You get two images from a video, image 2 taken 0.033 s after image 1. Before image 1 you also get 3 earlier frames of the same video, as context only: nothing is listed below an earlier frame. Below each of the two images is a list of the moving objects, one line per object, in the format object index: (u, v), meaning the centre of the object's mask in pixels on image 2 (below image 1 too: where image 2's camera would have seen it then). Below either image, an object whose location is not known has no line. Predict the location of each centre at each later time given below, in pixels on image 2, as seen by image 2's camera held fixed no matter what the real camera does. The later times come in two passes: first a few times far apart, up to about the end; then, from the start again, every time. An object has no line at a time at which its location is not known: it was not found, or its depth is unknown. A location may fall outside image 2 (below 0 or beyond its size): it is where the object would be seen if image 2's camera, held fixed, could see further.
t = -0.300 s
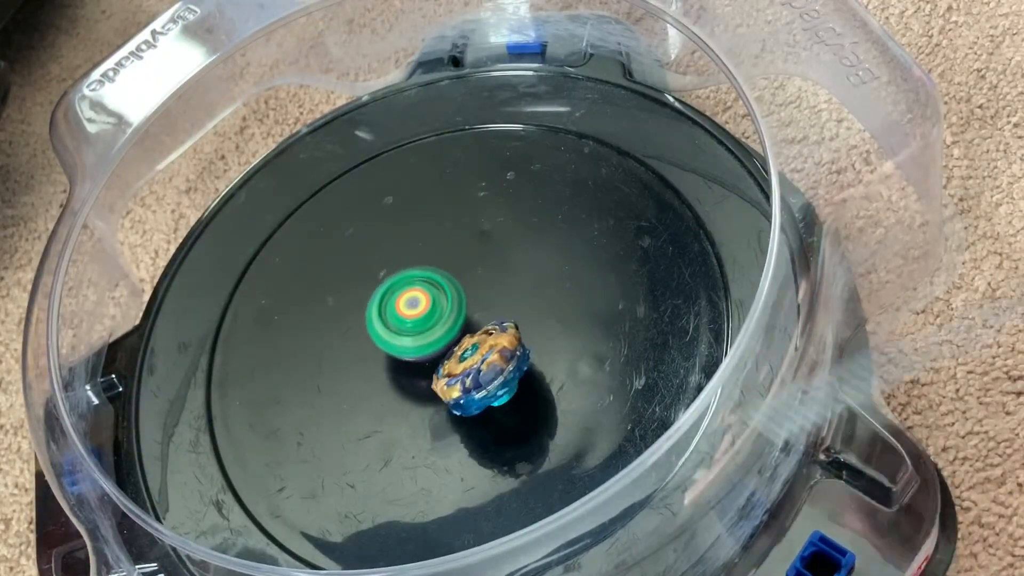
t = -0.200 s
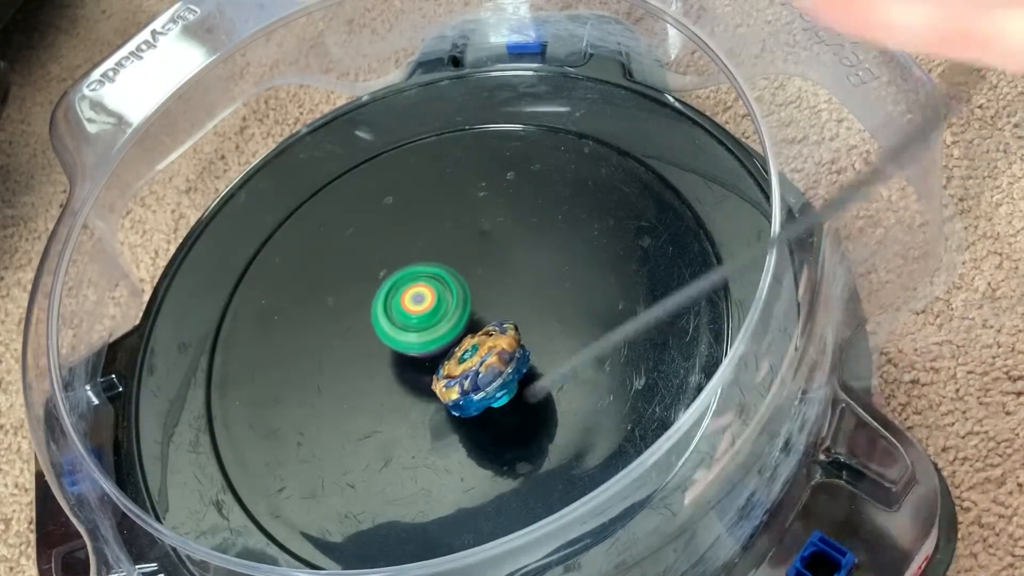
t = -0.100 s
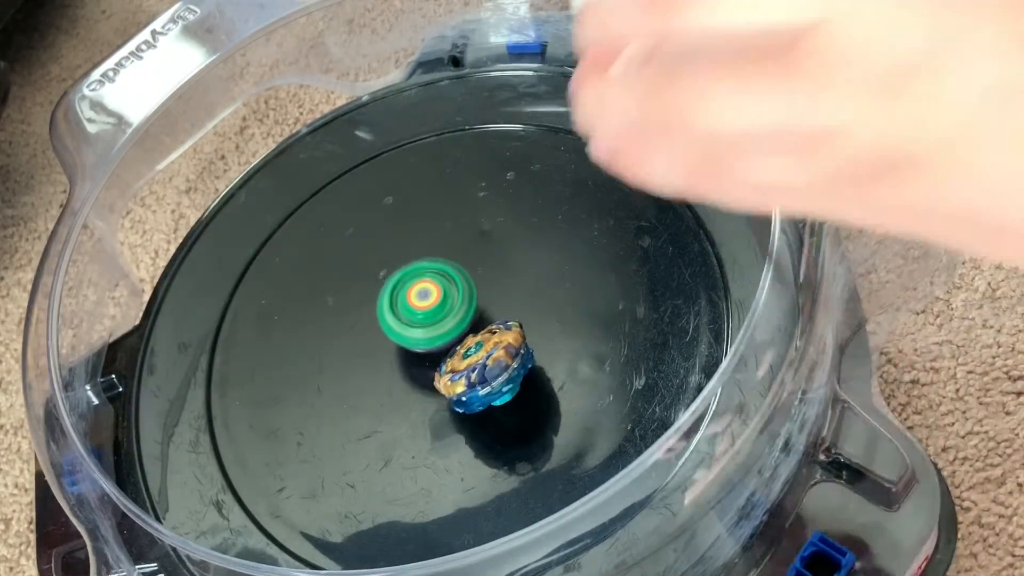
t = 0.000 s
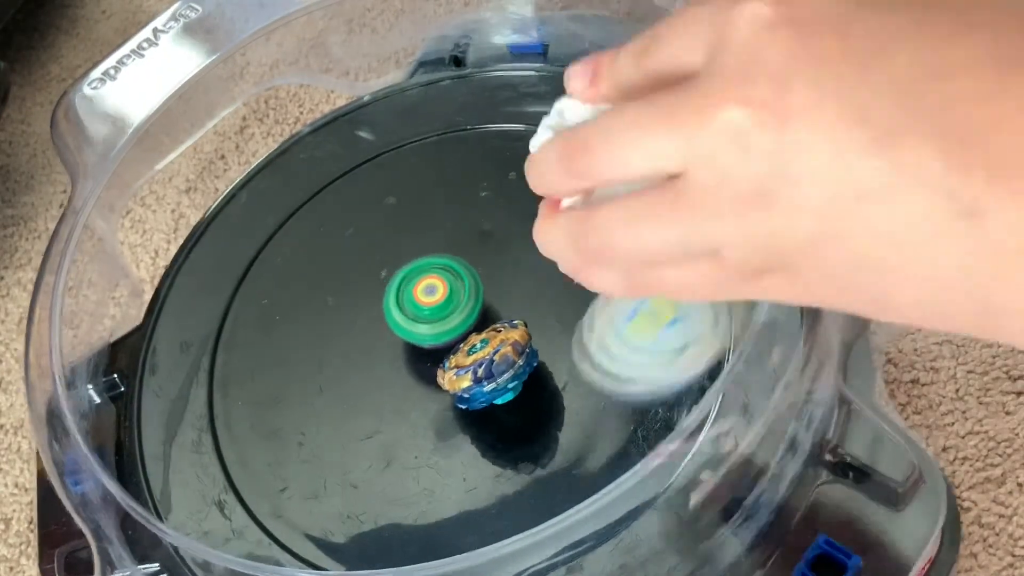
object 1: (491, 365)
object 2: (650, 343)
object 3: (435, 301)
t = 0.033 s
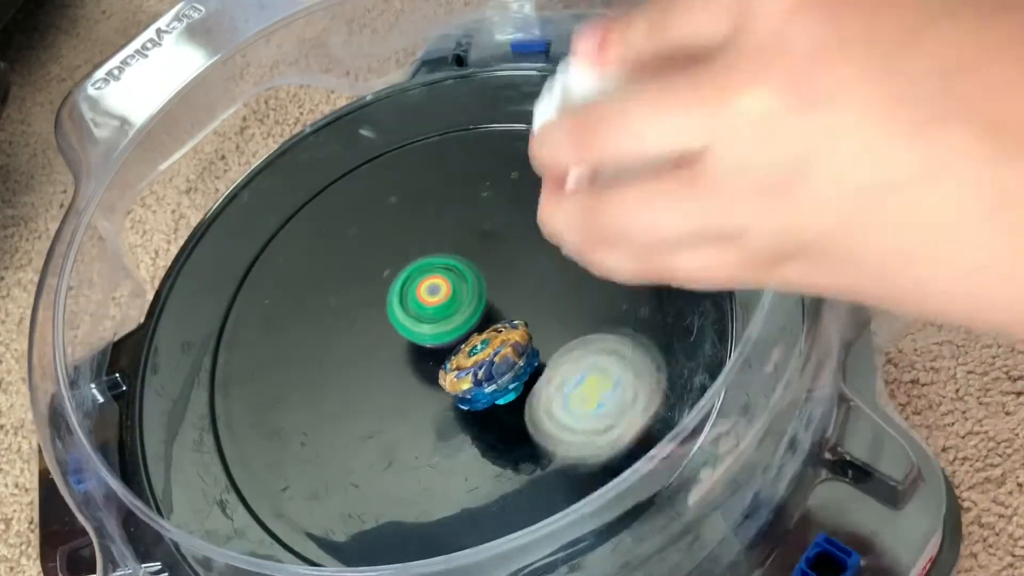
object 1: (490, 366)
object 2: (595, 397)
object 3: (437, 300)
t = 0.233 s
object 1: (451, 342)
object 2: (260, 489)
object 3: (417, 185)
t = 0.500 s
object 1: (439, 329)
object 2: (333, 349)
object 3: (391, 183)
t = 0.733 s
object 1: (496, 325)
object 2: (377, 316)
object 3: (468, 207)
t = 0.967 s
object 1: (485, 329)
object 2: (392, 374)
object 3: (545, 205)
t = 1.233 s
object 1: (485, 318)
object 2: (421, 383)
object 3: (590, 251)
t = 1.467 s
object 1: (484, 314)
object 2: (399, 355)
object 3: (596, 319)
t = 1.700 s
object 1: (482, 306)
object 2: (391, 336)
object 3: (540, 391)
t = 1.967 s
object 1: (499, 307)
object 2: (395, 337)
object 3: (438, 448)
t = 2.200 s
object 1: (500, 307)
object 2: (395, 296)
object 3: (366, 452)
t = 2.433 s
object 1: (512, 311)
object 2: (381, 300)
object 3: (340, 391)
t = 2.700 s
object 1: (519, 320)
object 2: (431, 212)
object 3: (372, 296)
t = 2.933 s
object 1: (508, 314)
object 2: (520, 176)
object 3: (432, 233)
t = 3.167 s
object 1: (492, 319)
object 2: (628, 196)
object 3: (486, 224)
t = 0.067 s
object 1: (479, 354)
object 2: (525, 417)
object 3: (436, 290)
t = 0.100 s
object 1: (474, 343)
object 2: (461, 436)
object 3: (433, 259)
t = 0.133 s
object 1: (465, 357)
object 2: (402, 466)
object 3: (431, 233)
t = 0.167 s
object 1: (461, 355)
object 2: (351, 482)
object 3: (427, 211)
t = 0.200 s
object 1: (458, 350)
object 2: (302, 489)
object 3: (423, 195)
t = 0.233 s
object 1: (451, 342)
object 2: (260, 489)
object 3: (417, 185)
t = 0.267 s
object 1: (444, 334)
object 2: (236, 478)
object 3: (410, 179)
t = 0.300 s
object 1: (440, 329)
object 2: (230, 460)
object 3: (403, 174)
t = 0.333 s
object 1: (438, 327)
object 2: (230, 442)
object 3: (398, 171)
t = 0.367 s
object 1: (437, 327)
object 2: (241, 420)
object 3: (394, 170)
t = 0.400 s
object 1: (437, 328)
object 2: (257, 403)
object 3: (391, 171)
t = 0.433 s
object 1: (438, 328)
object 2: (279, 385)
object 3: (389, 173)
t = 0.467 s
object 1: (439, 329)
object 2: (305, 363)
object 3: (389, 177)
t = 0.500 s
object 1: (439, 329)
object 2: (333, 349)
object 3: (391, 183)
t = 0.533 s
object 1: (451, 327)
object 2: (351, 331)
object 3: (395, 190)
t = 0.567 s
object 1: (465, 323)
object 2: (362, 321)
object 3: (400, 198)
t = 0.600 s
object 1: (475, 320)
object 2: (375, 309)
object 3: (405, 207)
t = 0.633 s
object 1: (483, 322)
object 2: (386, 299)
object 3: (412, 216)
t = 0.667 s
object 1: (490, 326)
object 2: (383, 302)
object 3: (431, 213)
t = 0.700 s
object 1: (493, 326)
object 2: (380, 308)
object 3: (451, 209)
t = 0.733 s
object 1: (496, 325)
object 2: (377, 316)
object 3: (468, 207)
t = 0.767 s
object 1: (496, 323)
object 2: (376, 325)
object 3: (483, 207)
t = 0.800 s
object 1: (497, 324)
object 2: (376, 334)
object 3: (496, 206)
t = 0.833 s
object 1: (496, 324)
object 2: (376, 343)
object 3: (507, 204)
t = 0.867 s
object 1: (494, 325)
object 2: (379, 352)
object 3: (518, 203)
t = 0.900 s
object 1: (492, 327)
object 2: (381, 360)
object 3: (527, 203)
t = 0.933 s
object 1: (489, 328)
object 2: (386, 367)
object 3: (536, 204)
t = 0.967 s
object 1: (485, 329)
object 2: (392, 374)
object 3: (545, 205)
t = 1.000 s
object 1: (484, 328)
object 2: (399, 379)
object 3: (553, 208)
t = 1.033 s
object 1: (483, 327)
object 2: (407, 384)
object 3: (560, 211)
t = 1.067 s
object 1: (483, 325)
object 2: (415, 385)
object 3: (567, 215)
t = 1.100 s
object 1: (483, 324)
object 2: (421, 388)
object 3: (573, 221)
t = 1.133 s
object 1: (483, 322)
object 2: (425, 386)
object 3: (578, 227)
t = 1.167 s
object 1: (483, 320)
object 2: (425, 386)
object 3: (583, 234)
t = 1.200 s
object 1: (484, 319)
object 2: (424, 385)
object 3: (587, 242)
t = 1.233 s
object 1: (485, 318)
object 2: (421, 383)
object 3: (590, 251)
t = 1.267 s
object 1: (487, 318)
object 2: (417, 377)
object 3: (592, 261)
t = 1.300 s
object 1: (489, 318)
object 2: (410, 372)
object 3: (593, 271)
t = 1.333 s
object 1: (494, 316)
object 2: (402, 370)
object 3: (594, 282)
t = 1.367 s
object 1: (491, 316)
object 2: (397, 367)
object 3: (599, 290)
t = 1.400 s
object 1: (487, 317)
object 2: (396, 363)
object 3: (601, 299)
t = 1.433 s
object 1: (486, 315)
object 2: (397, 359)
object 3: (600, 309)
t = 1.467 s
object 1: (484, 314)
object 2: (399, 355)
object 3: (596, 319)
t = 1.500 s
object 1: (482, 312)
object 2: (396, 351)
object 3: (591, 330)
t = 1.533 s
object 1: (480, 309)
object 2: (394, 348)
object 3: (585, 341)
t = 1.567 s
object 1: (480, 308)
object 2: (393, 345)
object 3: (578, 352)
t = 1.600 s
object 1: (480, 306)
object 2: (393, 342)
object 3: (570, 362)
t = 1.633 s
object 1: (480, 305)
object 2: (392, 340)
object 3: (561, 373)
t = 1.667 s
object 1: (482, 305)
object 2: (390, 338)
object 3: (550, 382)
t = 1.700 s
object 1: (482, 306)
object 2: (391, 336)
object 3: (540, 391)
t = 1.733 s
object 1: (486, 305)
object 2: (387, 336)
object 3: (528, 398)
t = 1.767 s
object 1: (488, 306)
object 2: (386, 337)
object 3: (516, 405)
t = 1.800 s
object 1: (489, 308)
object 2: (386, 340)
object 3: (502, 411)
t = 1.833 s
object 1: (490, 311)
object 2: (388, 342)
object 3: (489, 417)
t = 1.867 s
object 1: (492, 311)
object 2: (393, 347)
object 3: (476, 422)
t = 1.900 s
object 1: (493, 310)
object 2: (398, 350)
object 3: (463, 426)
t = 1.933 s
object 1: (495, 308)
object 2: (401, 347)
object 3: (450, 434)
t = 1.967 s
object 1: (499, 307)
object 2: (395, 337)
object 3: (438, 448)
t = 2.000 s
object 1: (500, 306)
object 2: (391, 326)
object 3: (425, 457)
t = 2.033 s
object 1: (500, 306)
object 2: (389, 317)
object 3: (412, 461)
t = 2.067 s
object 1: (500, 306)
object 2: (388, 309)
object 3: (401, 463)
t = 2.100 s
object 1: (499, 306)
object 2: (388, 304)
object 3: (391, 462)
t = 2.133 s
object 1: (499, 306)
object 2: (390, 300)
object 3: (382, 460)
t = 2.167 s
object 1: (500, 307)
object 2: (393, 297)
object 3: (374, 456)
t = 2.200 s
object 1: (500, 307)
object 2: (395, 296)
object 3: (366, 452)
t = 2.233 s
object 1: (507, 309)
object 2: (390, 292)
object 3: (360, 447)
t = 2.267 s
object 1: (511, 312)
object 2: (385, 291)
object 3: (354, 439)
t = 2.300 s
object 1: (514, 311)
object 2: (381, 291)
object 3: (350, 432)
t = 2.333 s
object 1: (516, 310)
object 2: (379, 290)
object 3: (346, 422)
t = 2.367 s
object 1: (515, 309)
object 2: (377, 295)
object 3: (344, 411)
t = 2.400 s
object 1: (514, 310)
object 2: (377, 296)
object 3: (343, 400)
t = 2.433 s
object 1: (512, 311)
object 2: (381, 300)
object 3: (340, 391)
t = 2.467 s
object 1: (508, 312)
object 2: (394, 296)
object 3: (337, 383)
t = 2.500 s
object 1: (505, 312)
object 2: (407, 286)
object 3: (338, 373)
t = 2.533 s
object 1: (515, 318)
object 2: (410, 270)
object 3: (341, 361)
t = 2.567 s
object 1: (522, 320)
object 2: (412, 254)
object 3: (345, 347)
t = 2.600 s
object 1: (523, 320)
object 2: (417, 239)
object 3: (351, 334)
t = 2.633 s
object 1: (523, 320)
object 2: (420, 231)
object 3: (357, 321)
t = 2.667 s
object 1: (521, 320)
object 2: (425, 219)
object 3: (365, 308)
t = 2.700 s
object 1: (519, 320)
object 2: (431, 212)
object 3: (372, 296)
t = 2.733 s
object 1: (517, 319)
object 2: (441, 207)
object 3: (377, 287)
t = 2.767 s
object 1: (516, 319)
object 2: (453, 197)
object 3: (383, 277)
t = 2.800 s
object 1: (515, 318)
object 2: (464, 191)
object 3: (392, 267)
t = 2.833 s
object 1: (515, 317)
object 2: (477, 185)
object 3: (402, 257)
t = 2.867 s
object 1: (514, 316)
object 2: (491, 185)
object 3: (412, 248)
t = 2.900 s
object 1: (511, 315)
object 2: (505, 181)
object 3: (421, 241)
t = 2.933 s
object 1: (508, 314)
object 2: (520, 176)
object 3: (432, 233)
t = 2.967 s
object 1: (505, 313)
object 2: (533, 175)
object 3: (444, 227)
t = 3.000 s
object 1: (502, 311)
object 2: (545, 181)
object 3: (456, 223)
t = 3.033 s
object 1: (500, 312)
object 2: (558, 180)
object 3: (466, 219)
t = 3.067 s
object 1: (499, 313)
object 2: (577, 181)
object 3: (469, 218)
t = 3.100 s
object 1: (497, 315)
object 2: (598, 187)
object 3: (473, 219)
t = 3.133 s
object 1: (495, 317)
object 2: (614, 191)
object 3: (479, 221)
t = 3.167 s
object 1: (492, 319)
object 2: (628, 196)
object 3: (486, 224)
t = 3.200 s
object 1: (486, 329)
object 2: (639, 203)
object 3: (498, 222)
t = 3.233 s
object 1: (479, 340)
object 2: (646, 212)
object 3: (511, 219)
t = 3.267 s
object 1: (475, 348)
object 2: (649, 221)
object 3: (521, 219)
